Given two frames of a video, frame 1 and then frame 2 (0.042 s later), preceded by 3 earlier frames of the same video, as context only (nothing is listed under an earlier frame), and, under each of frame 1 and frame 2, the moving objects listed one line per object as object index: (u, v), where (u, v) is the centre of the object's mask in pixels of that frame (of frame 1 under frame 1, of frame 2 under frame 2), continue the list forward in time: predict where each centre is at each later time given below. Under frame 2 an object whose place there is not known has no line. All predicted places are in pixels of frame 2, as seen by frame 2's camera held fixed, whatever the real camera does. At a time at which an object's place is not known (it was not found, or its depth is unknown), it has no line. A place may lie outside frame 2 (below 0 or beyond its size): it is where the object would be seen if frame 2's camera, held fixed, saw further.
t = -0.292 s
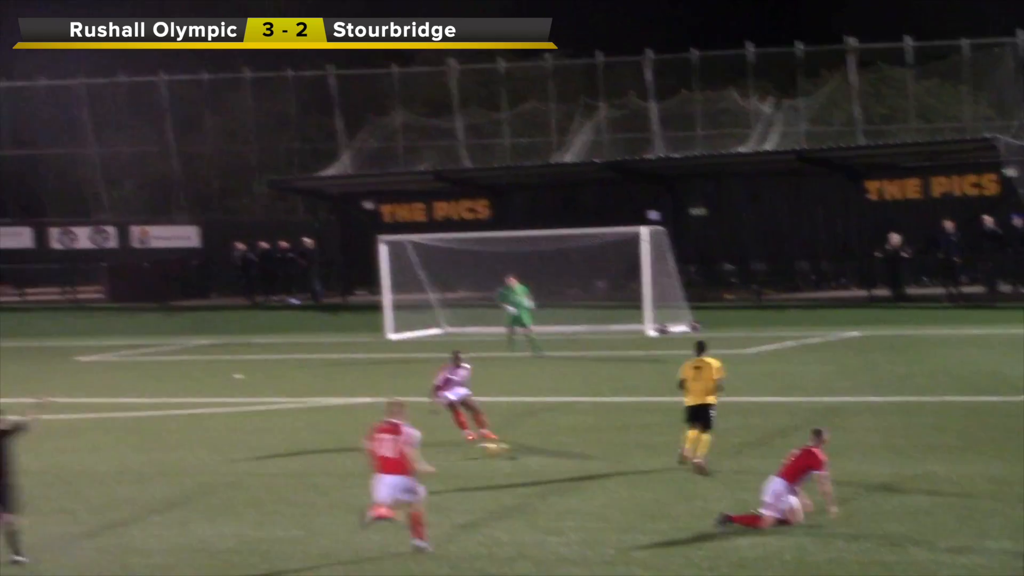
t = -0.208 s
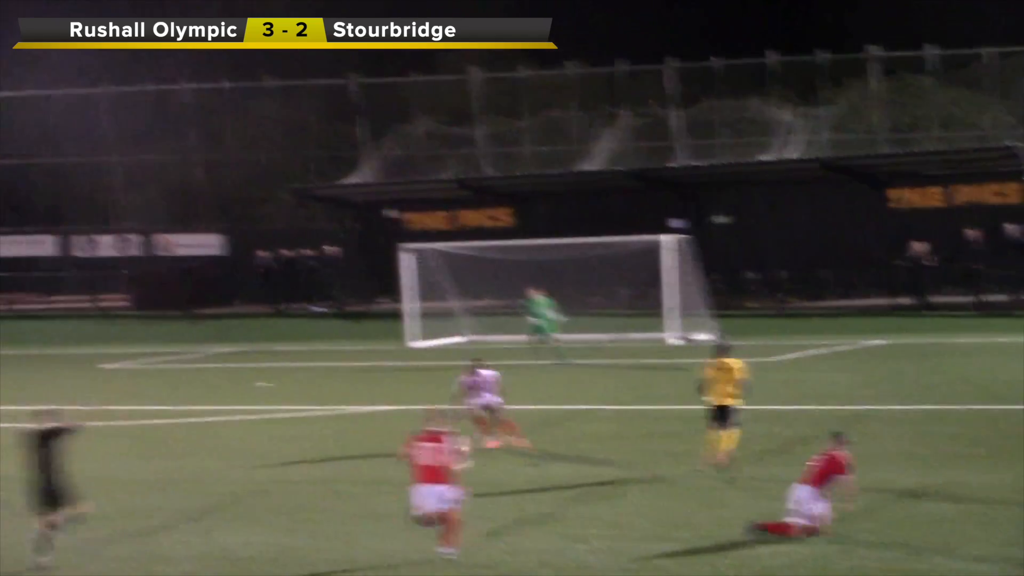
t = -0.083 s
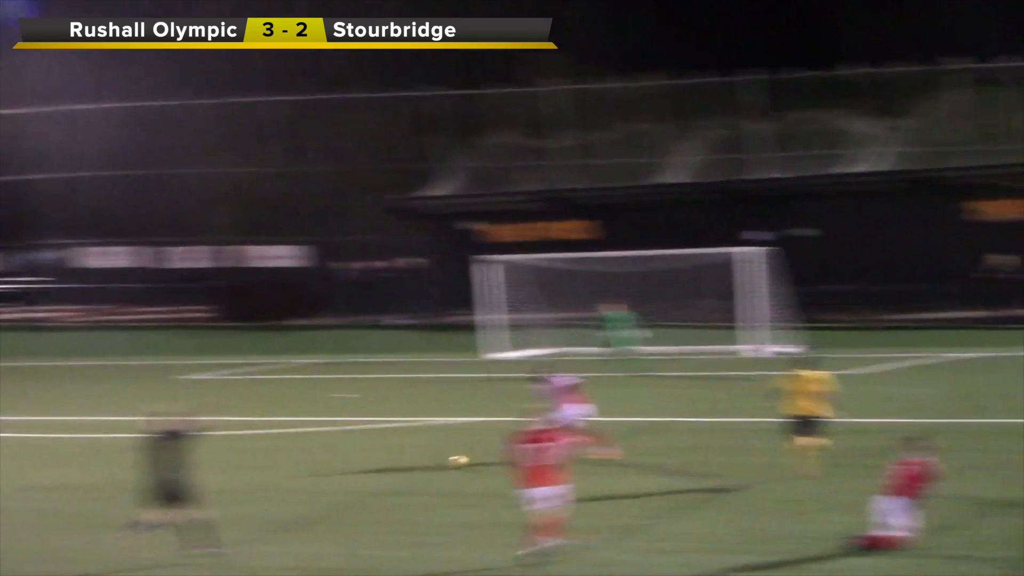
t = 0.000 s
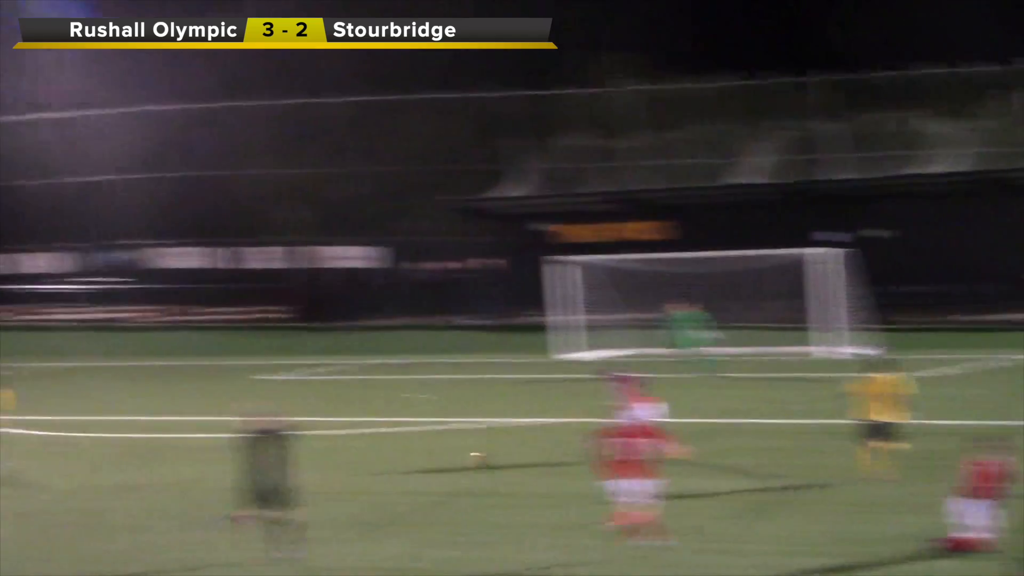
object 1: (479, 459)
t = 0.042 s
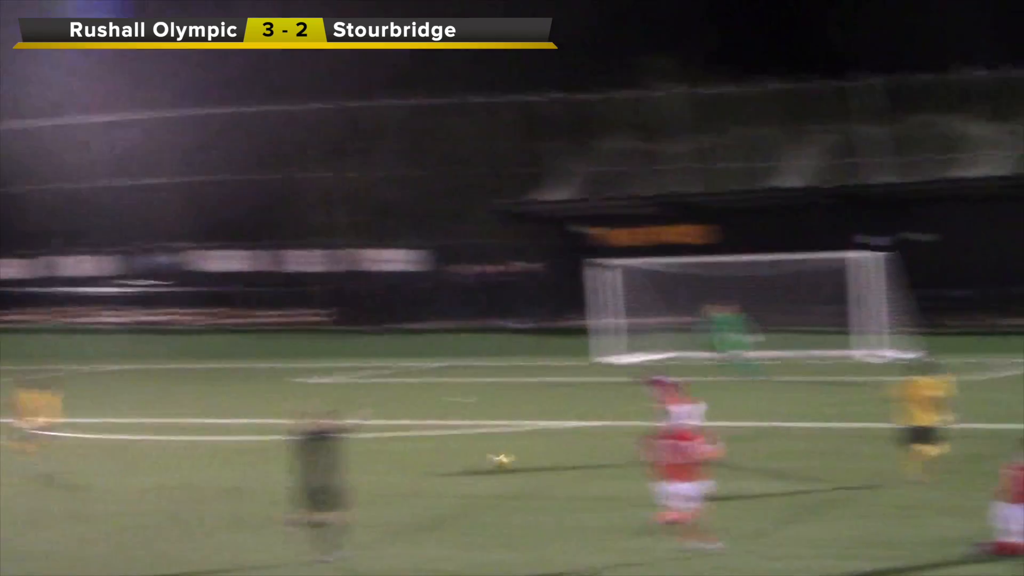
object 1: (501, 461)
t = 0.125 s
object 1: (459, 459)
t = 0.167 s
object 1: (440, 457)
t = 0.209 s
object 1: (419, 457)
